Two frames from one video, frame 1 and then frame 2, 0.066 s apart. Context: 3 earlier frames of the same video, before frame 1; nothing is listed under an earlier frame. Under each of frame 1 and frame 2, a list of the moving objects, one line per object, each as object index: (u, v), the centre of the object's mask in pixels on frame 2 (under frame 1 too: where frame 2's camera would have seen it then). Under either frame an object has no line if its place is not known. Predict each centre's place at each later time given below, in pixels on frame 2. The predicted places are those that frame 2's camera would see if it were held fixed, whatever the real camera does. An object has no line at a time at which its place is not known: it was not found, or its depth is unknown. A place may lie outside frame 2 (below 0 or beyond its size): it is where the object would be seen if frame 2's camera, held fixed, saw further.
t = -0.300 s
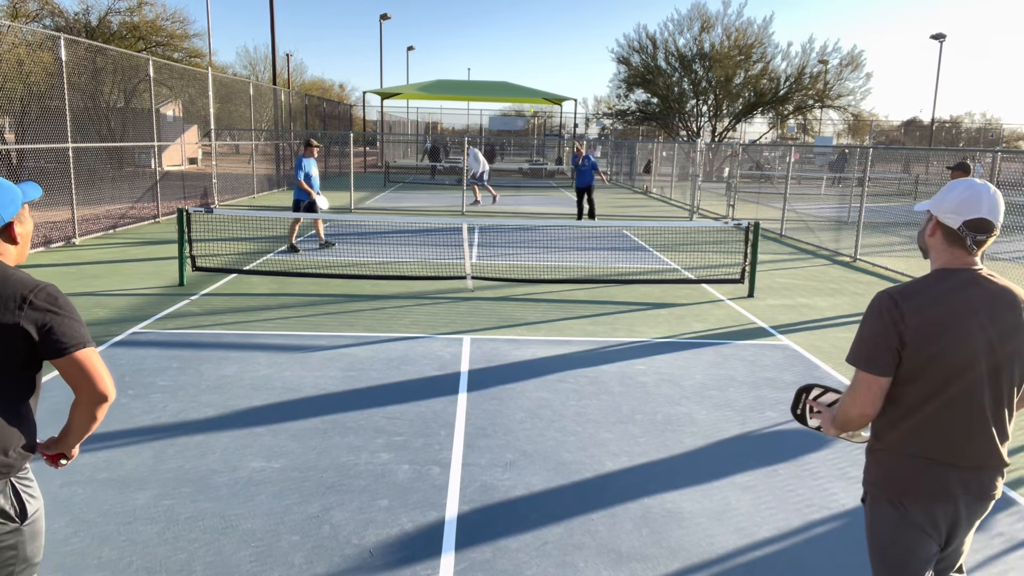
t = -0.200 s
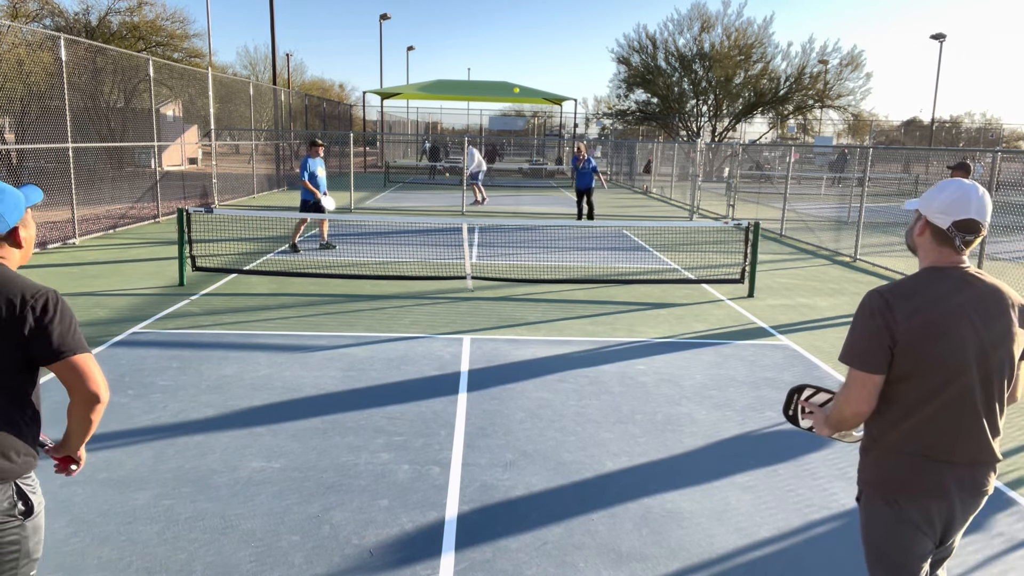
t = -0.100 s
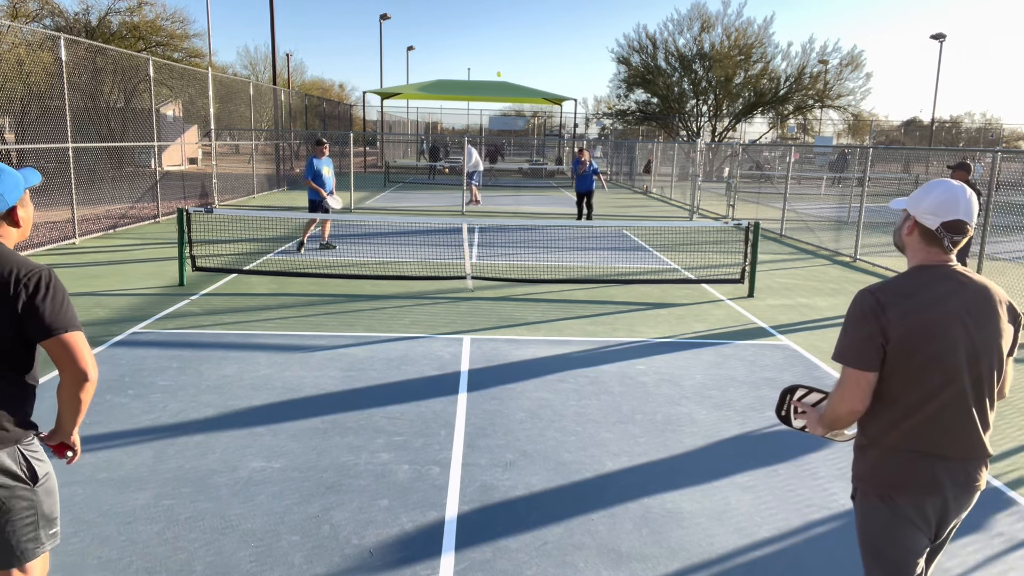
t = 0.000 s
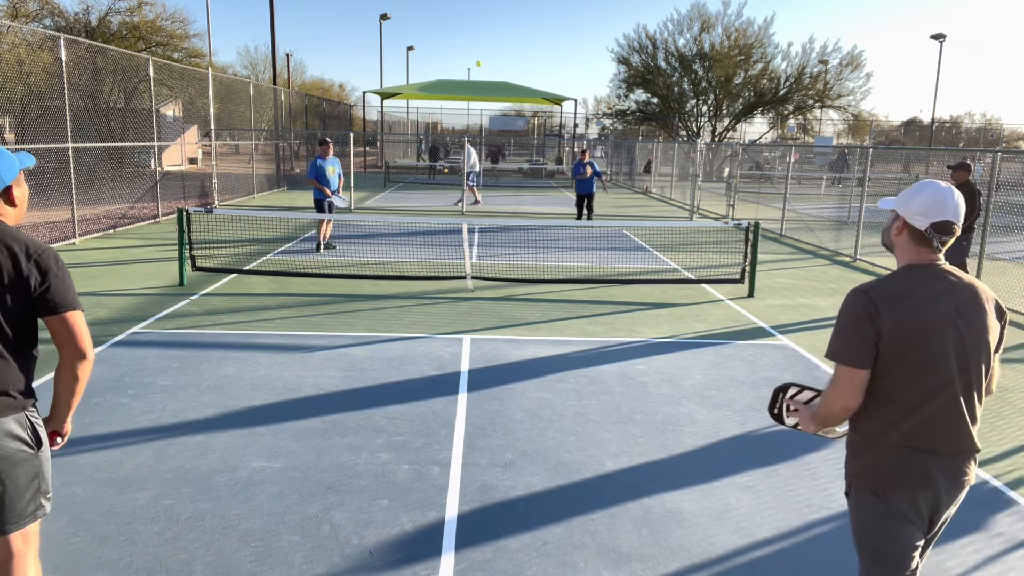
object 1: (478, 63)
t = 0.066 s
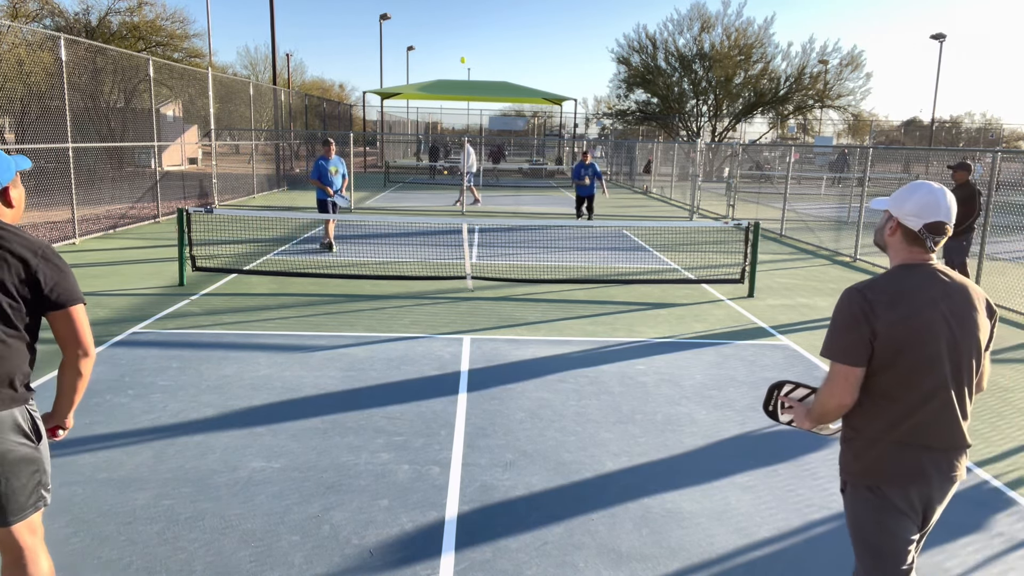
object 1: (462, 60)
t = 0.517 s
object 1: (293, 151)
